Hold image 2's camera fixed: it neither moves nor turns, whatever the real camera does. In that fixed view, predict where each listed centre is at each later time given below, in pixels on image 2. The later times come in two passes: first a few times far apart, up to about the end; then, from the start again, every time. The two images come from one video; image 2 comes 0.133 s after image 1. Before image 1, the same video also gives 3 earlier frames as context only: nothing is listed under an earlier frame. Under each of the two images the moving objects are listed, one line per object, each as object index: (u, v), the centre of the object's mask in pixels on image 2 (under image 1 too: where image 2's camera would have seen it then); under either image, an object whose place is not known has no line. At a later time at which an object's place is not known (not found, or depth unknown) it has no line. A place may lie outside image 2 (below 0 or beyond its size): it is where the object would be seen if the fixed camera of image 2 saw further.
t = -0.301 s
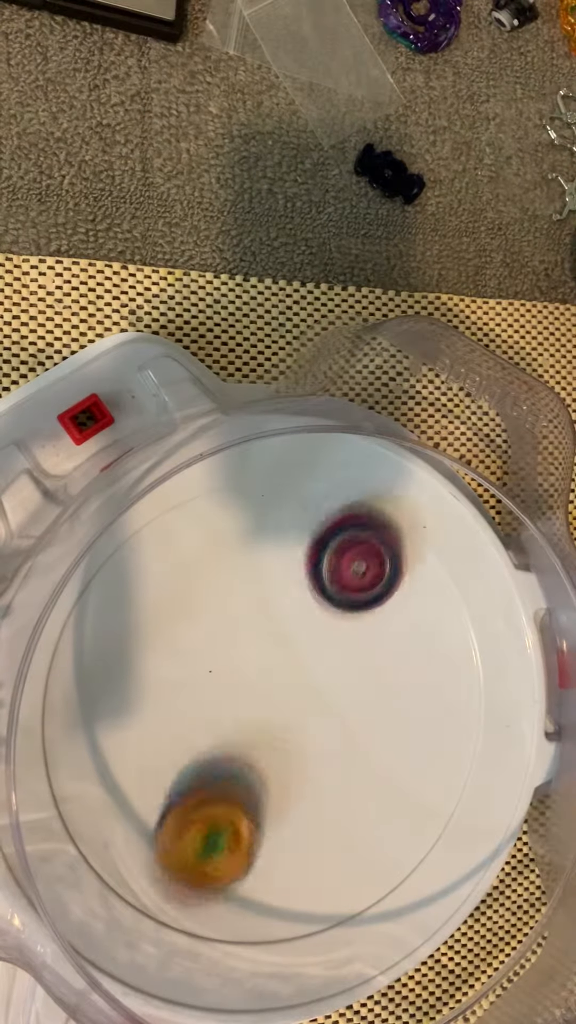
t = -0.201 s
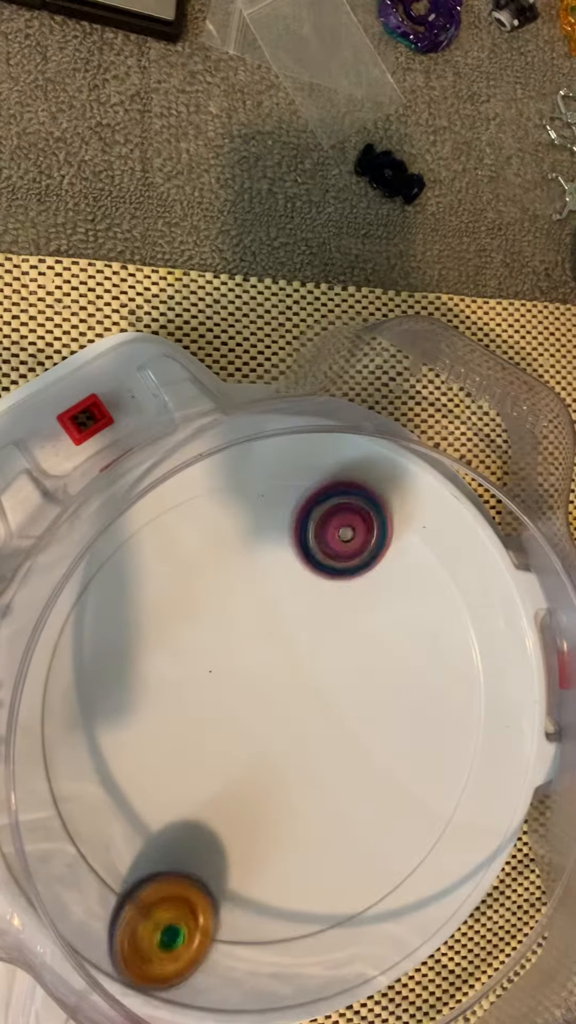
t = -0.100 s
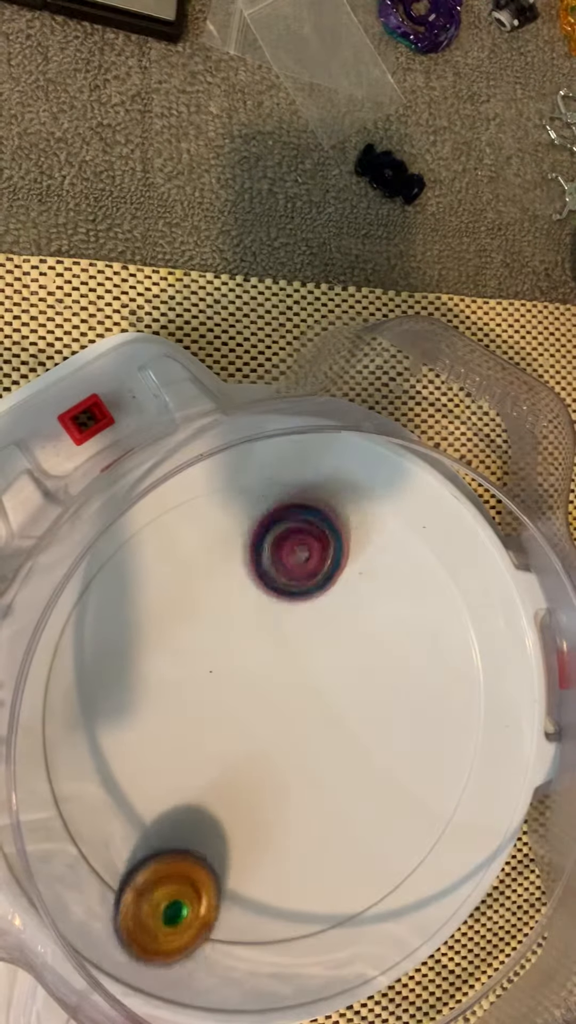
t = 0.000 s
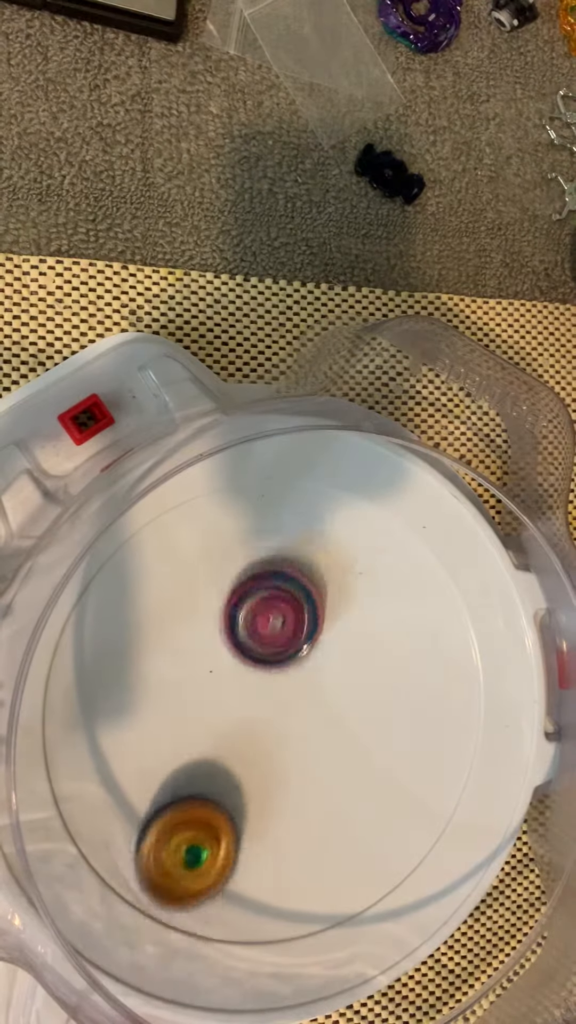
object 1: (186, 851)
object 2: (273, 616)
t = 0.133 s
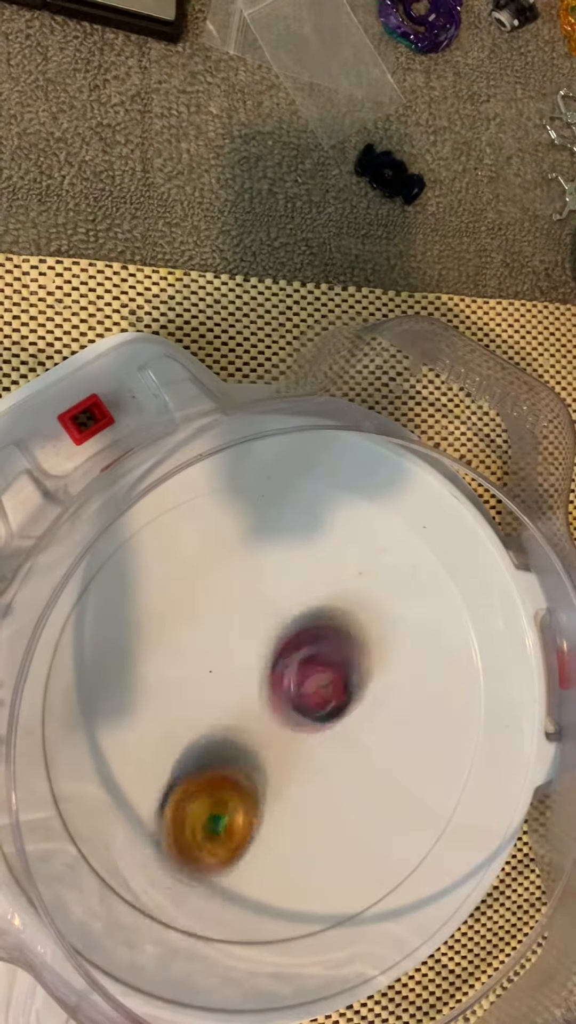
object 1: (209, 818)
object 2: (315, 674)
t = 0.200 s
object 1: (167, 894)
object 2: (385, 630)
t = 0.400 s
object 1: (179, 867)
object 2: (420, 577)
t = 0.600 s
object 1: (238, 747)
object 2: (344, 635)
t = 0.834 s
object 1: (204, 746)
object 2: (386, 731)
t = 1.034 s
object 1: (214, 730)
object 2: (406, 800)
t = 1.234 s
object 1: (229, 702)
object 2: (368, 795)
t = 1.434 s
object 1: (227, 681)
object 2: (270, 795)
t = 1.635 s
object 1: (269, 578)
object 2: (253, 870)
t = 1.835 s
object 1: (348, 580)
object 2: (267, 807)
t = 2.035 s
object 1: (382, 628)
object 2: (231, 708)
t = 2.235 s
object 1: (384, 681)
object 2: (184, 641)
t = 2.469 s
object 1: (369, 717)
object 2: (188, 654)
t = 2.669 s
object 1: (357, 732)
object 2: (279, 654)
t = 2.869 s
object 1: (338, 772)
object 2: (345, 616)
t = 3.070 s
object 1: (281, 801)
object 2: (331, 612)
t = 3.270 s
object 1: (237, 795)
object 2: (319, 695)
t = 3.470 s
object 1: (225, 783)
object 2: (343, 770)
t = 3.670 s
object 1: (226, 772)
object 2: (360, 777)
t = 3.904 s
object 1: (135, 740)
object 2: (365, 730)
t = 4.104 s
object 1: (125, 619)
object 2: (386, 667)
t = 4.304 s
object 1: (219, 562)
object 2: (313, 649)
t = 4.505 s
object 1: (341, 557)
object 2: (236, 727)
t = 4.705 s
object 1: (402, 679)
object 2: (196, 782)
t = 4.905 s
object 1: (354, 827)
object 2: (185, 813)
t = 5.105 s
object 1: (243, 878)
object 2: (231, 764)
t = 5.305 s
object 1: (160, 806)
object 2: (280, 704)
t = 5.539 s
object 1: (174, 656)
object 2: (343, 662)
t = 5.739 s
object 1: (270, 580)
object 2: (379, 647)
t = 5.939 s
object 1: (309, 575)
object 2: (370, 686)
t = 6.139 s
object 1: (313, 615)
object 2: (334, 736)
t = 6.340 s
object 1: (293, 653)
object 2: (274, 759)
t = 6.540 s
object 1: (303, 659)
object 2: (229, 735)
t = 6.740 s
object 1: (346, 665)
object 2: (203, 692)
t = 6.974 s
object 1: (378, 687)
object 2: (225, 673)
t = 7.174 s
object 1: (354, 695)
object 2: (251, 704)
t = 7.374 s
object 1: (350, 698)
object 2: (255, 774)
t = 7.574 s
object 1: (318, 695)
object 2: (262, 798)
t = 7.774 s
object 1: (255, 659)
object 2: (279, 796)
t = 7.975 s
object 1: (229, 644)
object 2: (295, 746)
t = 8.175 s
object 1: (222, 651)
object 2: (306, 704)
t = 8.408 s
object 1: (221, 691)
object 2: (315, 694)
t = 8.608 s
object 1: (191, 761)
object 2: (314, 696)
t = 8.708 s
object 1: (193, 772)
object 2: (311, 697)
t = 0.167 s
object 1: (184, 860)
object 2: (353, 650)
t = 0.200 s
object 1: (167, 894)
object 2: (385, 630)
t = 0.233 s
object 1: (159, 914)
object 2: (408, 616)
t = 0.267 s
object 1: (157, 917)
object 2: (423, 602)
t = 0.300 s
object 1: (157, 912)
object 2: (434, 591)
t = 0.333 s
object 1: (162, 900)
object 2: (443, 581)
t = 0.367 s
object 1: (170, 884)
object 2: (436, 576)
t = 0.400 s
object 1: (179, 867)
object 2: (420, 577)
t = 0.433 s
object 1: (189, 847)
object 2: (402, 581)
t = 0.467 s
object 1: (199, 826)
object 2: (388, 585)
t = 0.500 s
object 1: (209, 804)
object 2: (374, 592)
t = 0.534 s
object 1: (218, 783)
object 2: (361, 604)
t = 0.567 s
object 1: (228, 763)
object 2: (350, 619)
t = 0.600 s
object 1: (238, 747)
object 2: (344, 635)
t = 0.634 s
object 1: (248, 732)
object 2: (341, 654)
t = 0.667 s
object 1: (252, 726)
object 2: (343, 670)
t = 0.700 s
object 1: (236, 732)
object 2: (359, 679)
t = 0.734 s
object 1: (221, 738)
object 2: (369, 689)
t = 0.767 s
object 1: (211, 742)
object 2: (376, 701)
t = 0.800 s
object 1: (206, 744)
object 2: (381, 715)
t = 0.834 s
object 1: (204, 746)
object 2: (386, 731)
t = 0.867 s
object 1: (204, 746)
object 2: (390, 746)
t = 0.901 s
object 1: (204, 746)
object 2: (394, 760)
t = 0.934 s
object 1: (205, 743)
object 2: (398, 771)
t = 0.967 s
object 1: (208, 739)
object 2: (401, 783)
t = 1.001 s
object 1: (210, 735)
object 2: (404, 792)
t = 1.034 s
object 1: (214, 730)
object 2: (406, 800)
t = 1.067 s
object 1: (216, 725)
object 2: (406, 804)
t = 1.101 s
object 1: (219, 720)
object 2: (403, 806)
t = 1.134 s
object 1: (222, 715)
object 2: (398, 806)
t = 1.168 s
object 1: (224, 711)
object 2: (392, 803)
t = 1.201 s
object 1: (226, 706)
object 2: (380, 800)
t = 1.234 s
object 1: (229, 702)
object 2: (368, 795)
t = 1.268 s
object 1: (230, 699)
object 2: (352, 790)
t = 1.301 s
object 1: (231, 697)
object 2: (334, 788)
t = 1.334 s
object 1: (231, 695)
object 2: (317, 787)
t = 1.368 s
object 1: (231, 695)
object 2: (299, 785)
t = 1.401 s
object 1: (231, 693)
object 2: (281, 787)
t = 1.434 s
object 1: (227, 681)
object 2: (270, 795)
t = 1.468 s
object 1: (223, 658)
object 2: (263, 812)
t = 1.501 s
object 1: (222, 637)
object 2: (257, 827)
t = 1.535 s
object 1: (228, 616)
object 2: (253, 840)
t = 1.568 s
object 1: (239, 596)
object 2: (250, 853)
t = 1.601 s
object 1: (254, 583)
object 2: (250, 864)
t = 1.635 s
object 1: (269, 578)
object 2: (253, 870)
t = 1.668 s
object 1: (284, 573)
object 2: (257, 870)
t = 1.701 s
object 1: (300, 569)
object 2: (262, 867)
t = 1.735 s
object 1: (314, 568)
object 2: (266, 859)
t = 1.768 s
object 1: (327, 570)
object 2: (269, 844)
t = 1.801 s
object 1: (338, 574)
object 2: (269, 827)
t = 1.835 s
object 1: (348, 580)
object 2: (267, 807)
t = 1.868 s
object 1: (356, 586)
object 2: (263, 790)
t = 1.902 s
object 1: (363, 594)
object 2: (259, 772)
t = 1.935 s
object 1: (370, 601)
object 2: (252, 753)
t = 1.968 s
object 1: (375, 610)
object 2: (246, 736)
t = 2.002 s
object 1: (378, 618)
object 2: (237, 722)
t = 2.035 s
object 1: (382, 628)
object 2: (231, 708)
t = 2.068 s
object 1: (383, 638)
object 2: (223, 693)
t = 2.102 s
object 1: (384, 647)
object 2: (215, 681)
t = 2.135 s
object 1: (385, 655)
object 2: (207, 668)
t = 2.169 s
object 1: (385, 665)
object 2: (199, 658)
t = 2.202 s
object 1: (385, 673)
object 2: (192, 648)
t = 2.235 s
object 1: (384, 681)
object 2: (184, 641)
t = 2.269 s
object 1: (381, 688)
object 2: (177, 636)
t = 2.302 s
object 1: (379, 695)
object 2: (170, 635)
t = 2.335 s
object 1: (377, 699)
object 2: (168, 636)
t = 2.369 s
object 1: (375, 704)
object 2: (169, 639)
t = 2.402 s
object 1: (373, 710)
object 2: (171, 643)
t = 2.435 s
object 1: (371, 712)
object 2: (178, 649)
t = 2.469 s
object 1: (369, 717)
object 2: (188, 654)
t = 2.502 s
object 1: (366, 721)
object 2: (202, 658)
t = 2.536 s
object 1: (364, 724)
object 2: (216, 660)
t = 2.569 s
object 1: (362, 726)
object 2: (232, 660)
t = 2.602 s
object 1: (359, 730)
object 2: (249, 660)
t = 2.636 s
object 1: (358, 731)
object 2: (265, 657)
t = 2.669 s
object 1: (357, 732)
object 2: (279, 654)
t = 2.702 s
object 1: (354, 733)
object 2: (294, 652)
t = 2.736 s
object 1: (353, 734)
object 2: (308, 648)
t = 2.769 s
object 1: (355, 743)
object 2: (320, 641)
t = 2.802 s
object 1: (351, 754)
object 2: (329, 631)
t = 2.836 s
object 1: (346, 764)
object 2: (339, 624)
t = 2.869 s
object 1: (338, 772)
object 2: (345, 616)
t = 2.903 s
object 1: (329, 780)
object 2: (350, 607)
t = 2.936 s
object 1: (320, 787)
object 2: (350, 601)
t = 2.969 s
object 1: (310, 792)
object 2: (348, 600)
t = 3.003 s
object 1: (300, 797)
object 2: (343, 601)
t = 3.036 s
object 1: (290, 800)
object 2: (340, 603)
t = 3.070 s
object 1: (281, 801)
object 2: (331, 612)
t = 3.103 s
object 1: (271, 801)
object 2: (327, 622)
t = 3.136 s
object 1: (263, 801)
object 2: (323, 636)
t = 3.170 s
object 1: (254, 800)
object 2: (319, 652)
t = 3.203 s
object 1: (247, 800)
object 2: (319, 667)
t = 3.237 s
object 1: (242, 797)
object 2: (319, 681)
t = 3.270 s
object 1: (237, 795)
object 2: (319, 695)
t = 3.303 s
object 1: (232, 793)
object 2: (321, 711)
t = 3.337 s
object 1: (230, 792)
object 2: (324, 724)
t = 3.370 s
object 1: (228, 790)
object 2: (327, 738)
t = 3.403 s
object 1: (227, 786)
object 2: (332, 751)
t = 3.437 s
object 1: (227, 785)
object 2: (337, 761)
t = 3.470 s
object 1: (225, 783)
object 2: (343, 770)
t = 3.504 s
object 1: (227, 780)
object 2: (348, 780)
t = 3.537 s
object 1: (226, 780)
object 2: (354, 785)
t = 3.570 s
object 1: (225, 778)
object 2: (359, 787)
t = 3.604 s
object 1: (226, 776)
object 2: (362, 784)
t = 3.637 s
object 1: (226, 774)
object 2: (362, 781)
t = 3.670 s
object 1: (226, 772)
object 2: (360, 777)
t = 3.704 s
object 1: (226, 771)
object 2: (355, 769)
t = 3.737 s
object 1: (225, 768)
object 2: (348, 763)
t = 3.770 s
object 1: (227, 766)
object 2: (337, 755)
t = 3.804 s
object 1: (224, 765)
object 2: (327, 749)
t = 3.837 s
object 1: (190, 762)
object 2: (342, 744)
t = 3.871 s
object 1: (161, 753)
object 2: (357, 737)
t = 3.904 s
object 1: (135, 740)
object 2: (365, 730)
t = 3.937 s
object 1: (119, 722)
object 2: (375, 722)
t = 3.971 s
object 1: (109, 700)
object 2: (383, 711)
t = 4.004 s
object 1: (105, 678)
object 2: (389, 702)
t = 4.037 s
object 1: (107, 657)
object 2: (391, 690)
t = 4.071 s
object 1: (113, 636)
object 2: (390, 677)
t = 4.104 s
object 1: (125, 619)
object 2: (386, 667)
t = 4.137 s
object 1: (137, 605)
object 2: (378, 657)
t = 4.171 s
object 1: (152, 592)
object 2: (367, 652)
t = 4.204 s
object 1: (167, 582)
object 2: (354, 647)
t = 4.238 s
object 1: (184, 572)
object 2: (340, 646)
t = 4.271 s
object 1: (202, 567)
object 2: (328, 646)
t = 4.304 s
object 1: (219, 562)
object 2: (313, 649)
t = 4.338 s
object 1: (238, 562)
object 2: (300, 655)
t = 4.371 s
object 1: (257, 562)
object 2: (287, 660)
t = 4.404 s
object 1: (278, 567)
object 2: (274, 667)
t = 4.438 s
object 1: (300, 556)
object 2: (259, 692)
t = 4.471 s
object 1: (322, 552)
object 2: (245, 711)
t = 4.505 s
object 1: (341, 557)
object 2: (236, 727)
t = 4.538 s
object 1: (357, 567)
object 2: (227, 738)
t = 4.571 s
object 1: (371, 582)
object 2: (222, 747)
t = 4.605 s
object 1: (384, 601)
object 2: (216, 756)
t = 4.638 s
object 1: (392, 623)
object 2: (210, 766)
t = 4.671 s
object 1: (398, 648)
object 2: (203, 774)
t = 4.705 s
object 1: (402, 679)
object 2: (196, 782)
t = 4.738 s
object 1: (403, 704)
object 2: (191, 789)
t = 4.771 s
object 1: (398, 732)
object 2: (185, 797)
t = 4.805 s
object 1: (393, 758)
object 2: (182, 805)
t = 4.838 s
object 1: (382, 784)
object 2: (180, 810)
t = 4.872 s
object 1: (370, 807)
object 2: (182, 813)
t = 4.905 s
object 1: (354, 827)
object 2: (185, 813)
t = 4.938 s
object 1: (337, 844)
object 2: (190, 811)
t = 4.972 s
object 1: (319, 858)
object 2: (198, 805)
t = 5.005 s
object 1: (301, 867)
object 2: (207, 797)
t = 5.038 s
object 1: (281, 875)
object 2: (215, 786)
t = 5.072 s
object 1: (262, 877)
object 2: (223, 776)
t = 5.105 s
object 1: (243, 878)
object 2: (231, 764)
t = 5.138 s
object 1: (224, 873)
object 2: (239, 752)
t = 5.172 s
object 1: (208, 866)
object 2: (247, 741)
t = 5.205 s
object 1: (193, 853)
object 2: (255, 731)
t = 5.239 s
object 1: (180, 839)
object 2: (263, 722)
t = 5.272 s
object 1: (169, 822)
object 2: (271, 711)
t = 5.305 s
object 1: (160, 806)
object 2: (280, 704)
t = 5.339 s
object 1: (155, 784)
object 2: (289, 695)
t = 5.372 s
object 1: (151, 764)
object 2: (298, 689)
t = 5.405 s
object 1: (150, 742)
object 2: (307, 681)
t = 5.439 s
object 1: (153, 721)
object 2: (316, 676)
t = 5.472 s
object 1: (157, 697)
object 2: (326, 671)
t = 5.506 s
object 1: (164, 679)
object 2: (335, 667)
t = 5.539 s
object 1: (174, 656)
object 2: (343, 662)
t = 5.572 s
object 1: (186, 639)
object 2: (352, 659)
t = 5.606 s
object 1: (200, 620)
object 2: (360, 656)
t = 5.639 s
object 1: (217, 608)
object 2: (367, 653)
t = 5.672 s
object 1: (235, 596)
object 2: (373, 651)
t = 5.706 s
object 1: (252, 585)
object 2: (377, 648)
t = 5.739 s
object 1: (270, 580)
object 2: (379, 647)
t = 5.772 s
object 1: (287, 580)
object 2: (377, 646)
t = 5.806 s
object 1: (303, 577)
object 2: (375, 647)
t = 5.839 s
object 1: (308, 575)
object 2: (374, 654)
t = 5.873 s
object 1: (309, 570)
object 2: (375, 664)
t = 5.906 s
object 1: (309, 571)
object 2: (373, 677)
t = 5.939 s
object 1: (309, 575)
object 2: (370, 686)
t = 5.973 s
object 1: (309, 580)
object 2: (366, 696)
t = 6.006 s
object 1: (312, 587)
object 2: (362, 705)
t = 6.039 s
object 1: (314, 595)
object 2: (356, 715)
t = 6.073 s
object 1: (314, 601)
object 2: (350, 723)
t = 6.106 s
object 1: (316, 608)
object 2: (343, 730)
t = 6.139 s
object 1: (313, 615)
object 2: (334, 736)
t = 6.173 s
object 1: (311, 623)
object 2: (326, 742)
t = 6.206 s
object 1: (306, 632)
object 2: (317, 746)
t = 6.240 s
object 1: (302, 640)
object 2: (308, 749)
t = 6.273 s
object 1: (298, 646)
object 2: (298, 755)
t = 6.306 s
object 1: (294, 648)
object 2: (287, 760)
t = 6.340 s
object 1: (293, 653)
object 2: (274, 759)
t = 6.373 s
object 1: (293, 656)
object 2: (267, 757)
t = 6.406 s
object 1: (293, 656)
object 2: (260, 754)
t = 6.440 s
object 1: (294, 658)
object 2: (251, 753)
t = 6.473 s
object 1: (300, 656)
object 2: (241, 747)
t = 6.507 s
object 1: (302, 658)
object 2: (234, 741)
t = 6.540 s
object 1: (303, 659)
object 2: (229, 735)
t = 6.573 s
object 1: (304, 661)
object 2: (226, 731)
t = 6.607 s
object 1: (305, 661)
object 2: (223, 725)
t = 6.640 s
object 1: (306, 662)
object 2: (221, 716)
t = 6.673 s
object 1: (314, 663)
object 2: (217, 709)
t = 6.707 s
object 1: (332, 662)
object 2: (207, 701)
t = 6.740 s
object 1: (346, 665)
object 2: (203, 692)
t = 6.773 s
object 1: (357, 671)
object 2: (202, 685)
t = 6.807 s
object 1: (366, 677)
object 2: (205, 682)
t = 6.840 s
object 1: (372, 681)
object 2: (207, 678)
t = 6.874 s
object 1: (376, 685)
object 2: (210, 676)
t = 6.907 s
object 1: (378, 687)
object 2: (214, 673)
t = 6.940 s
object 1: (378, 687)
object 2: (219, 673)
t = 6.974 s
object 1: (378, 687)
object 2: (225, 673)
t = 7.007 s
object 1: (376, 687)
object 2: (229, 676)
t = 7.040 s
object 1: (373, 688)
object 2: (232, 680)
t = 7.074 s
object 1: (370, 686)
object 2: (238, 684)
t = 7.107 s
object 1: (365, 689)
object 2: (242, 688)
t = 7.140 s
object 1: (359, 691)
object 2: (245, 695)
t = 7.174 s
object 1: (354, 695)
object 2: (251, 704)
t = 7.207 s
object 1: (353, 698)
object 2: (253, 713)
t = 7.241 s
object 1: (356, 696)
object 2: (247, 727)
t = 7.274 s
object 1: (359, 696)
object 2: (248, 742)
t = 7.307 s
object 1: (356, 695)
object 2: (247, 753)
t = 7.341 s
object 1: (352, 698)
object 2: (250, 763)
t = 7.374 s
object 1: (350, 698)
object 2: (255, 774)
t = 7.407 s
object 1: (346, 699)
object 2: (257, 781)
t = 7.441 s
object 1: (344, 697)
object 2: (260, 788)
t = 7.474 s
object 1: (339, 696)
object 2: (262, 792)
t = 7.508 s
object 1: (333, 697)
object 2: (265, 797)
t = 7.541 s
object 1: (326, 695)
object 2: (264, 798)
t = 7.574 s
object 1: (318, 695)
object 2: (262, 798)
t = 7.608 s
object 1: (308, 694)
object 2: (263, 795)
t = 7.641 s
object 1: (298, 687)
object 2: (267, 794)
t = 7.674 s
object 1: (287, 678)
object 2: (270, 798)
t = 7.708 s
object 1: (276, 671)
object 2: (274, 798)
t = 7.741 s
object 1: (266, 665)
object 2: (277, 799)
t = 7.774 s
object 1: (255, 659)
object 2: (279, 796)
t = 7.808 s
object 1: (248, 652)
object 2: (280, 794)
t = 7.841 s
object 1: (241, 649)
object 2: (283, 788)
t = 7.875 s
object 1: (235, 647)
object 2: (287, 781)
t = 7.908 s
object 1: (232, 643)
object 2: (290, 773)
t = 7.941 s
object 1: (230, 642)
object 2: (292, 759)
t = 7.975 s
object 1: (229, 644)
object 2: (295, 746)
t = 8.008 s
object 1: (231, 645)
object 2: (295, 731)
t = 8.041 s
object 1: (230, 643)
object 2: (295, 718)
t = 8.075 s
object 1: (225, 642)
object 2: (298, 712)
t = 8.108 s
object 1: (221, 643)
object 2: (301, 709)
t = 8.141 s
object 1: (220, 647)
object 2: (304, 706)
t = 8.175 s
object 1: (222, 651)
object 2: (306, 704)
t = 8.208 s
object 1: (222, 654)
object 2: (308, 700)
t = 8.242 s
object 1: (224, 657)
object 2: (309, 697)
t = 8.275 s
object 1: (224, 662)
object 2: (311, 695)
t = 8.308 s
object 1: (223, 668)
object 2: (313, 693)
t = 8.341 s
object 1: (223, 673)
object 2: (315, 693)
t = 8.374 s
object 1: (225, 681)
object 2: (313, 694)
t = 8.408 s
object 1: (221, 691)
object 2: (315, 694)
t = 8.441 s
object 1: (215, 708)
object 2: (317, 694)
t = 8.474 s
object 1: (209, 721)
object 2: (317, 695)
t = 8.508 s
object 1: (203, 732)
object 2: (315, 695)
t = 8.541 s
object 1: (197, 744)
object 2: (315, 696)
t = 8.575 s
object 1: (194, 753)
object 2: (314, 696)
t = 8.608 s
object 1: (191, 761)
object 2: (314, 696)
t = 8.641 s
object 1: (191, 767)
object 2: (313, 696)
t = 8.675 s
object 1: (191, 771)
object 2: (312, 697)
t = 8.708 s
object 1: (193, 772)
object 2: (311, 697)
